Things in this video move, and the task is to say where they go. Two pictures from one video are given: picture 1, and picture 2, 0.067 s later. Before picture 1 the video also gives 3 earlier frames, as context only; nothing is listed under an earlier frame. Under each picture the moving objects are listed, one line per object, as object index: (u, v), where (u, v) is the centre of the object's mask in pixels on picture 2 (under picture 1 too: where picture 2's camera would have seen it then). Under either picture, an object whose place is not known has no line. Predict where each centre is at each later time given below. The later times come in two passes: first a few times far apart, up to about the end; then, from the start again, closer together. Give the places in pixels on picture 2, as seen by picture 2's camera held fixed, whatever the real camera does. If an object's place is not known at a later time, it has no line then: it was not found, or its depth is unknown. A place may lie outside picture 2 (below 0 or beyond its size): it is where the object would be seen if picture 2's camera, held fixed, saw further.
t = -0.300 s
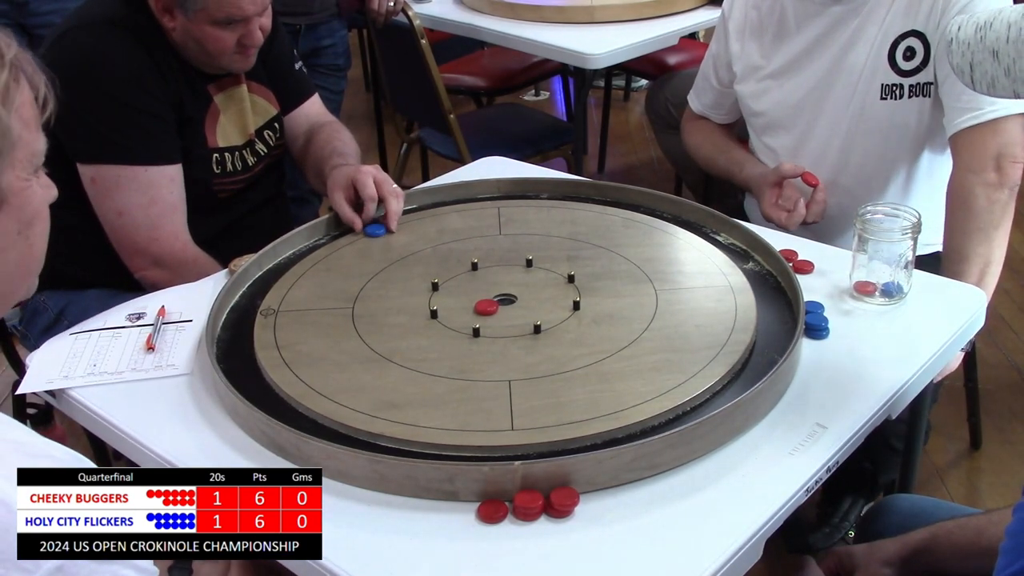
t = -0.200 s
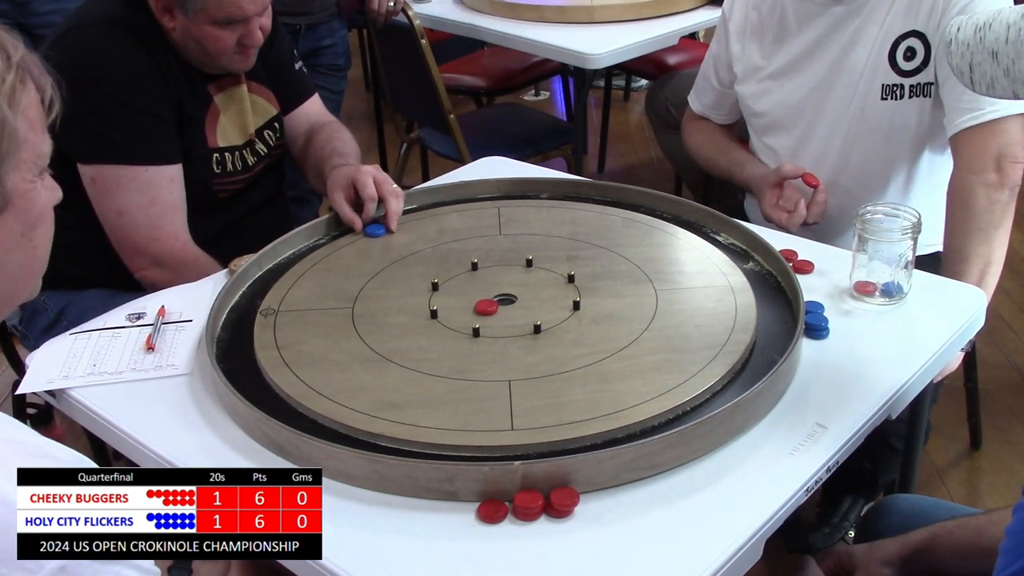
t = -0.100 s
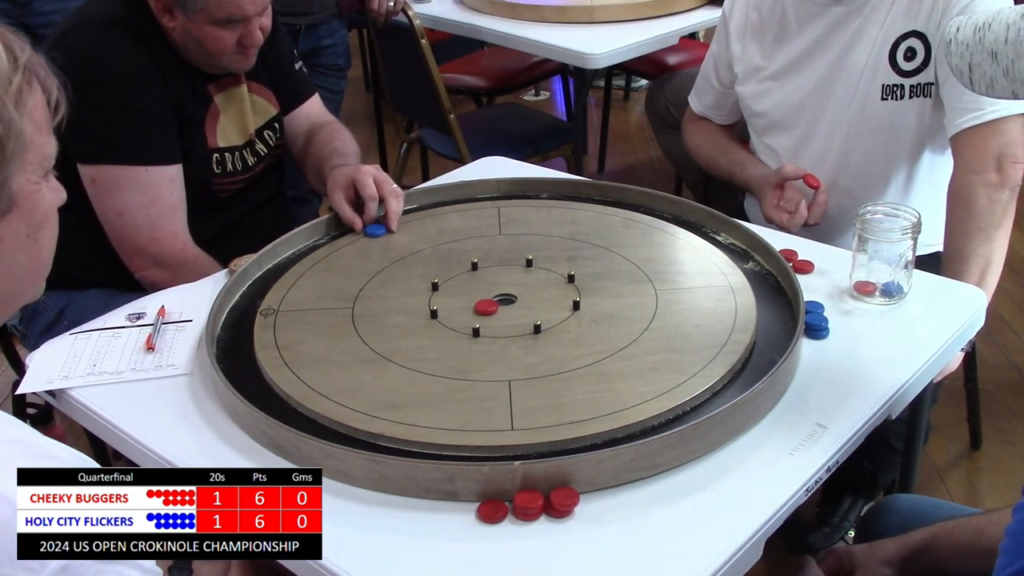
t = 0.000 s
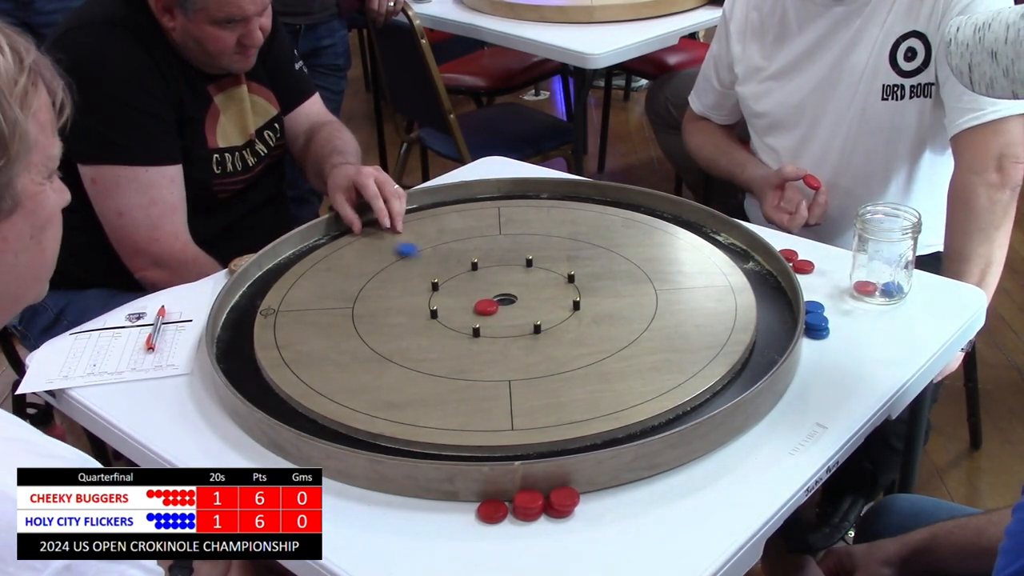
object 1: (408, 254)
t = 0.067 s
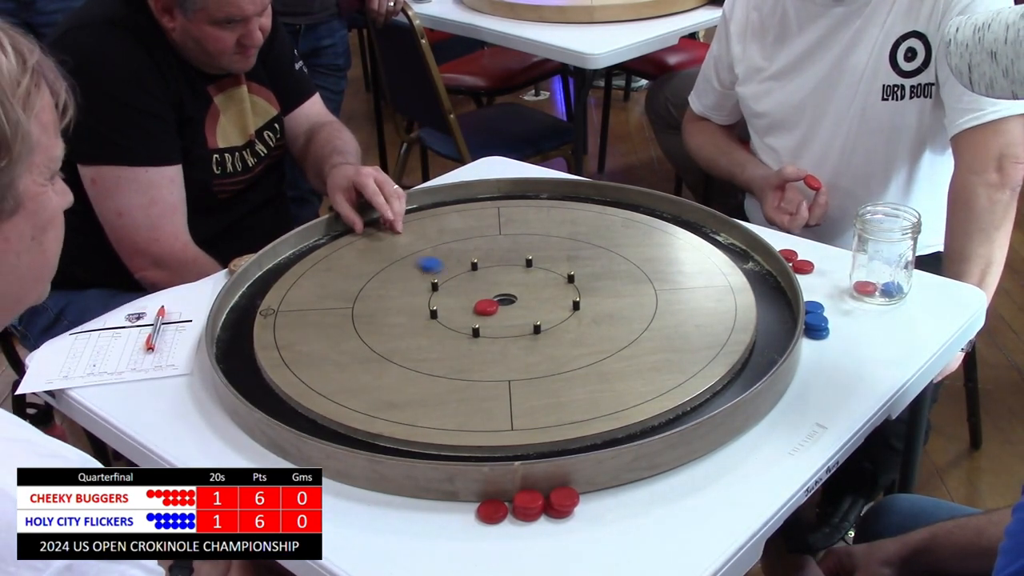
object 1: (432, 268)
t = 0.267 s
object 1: (492, 299)
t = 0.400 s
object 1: (503, 299)
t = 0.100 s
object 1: (445, 274)
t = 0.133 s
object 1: (458, 283)
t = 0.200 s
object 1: (478, 295)
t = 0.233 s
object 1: (487, 299)
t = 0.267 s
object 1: (492, 299)
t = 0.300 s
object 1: (494, 299)
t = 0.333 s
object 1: (500, 300)
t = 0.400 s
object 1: (503, 299)
